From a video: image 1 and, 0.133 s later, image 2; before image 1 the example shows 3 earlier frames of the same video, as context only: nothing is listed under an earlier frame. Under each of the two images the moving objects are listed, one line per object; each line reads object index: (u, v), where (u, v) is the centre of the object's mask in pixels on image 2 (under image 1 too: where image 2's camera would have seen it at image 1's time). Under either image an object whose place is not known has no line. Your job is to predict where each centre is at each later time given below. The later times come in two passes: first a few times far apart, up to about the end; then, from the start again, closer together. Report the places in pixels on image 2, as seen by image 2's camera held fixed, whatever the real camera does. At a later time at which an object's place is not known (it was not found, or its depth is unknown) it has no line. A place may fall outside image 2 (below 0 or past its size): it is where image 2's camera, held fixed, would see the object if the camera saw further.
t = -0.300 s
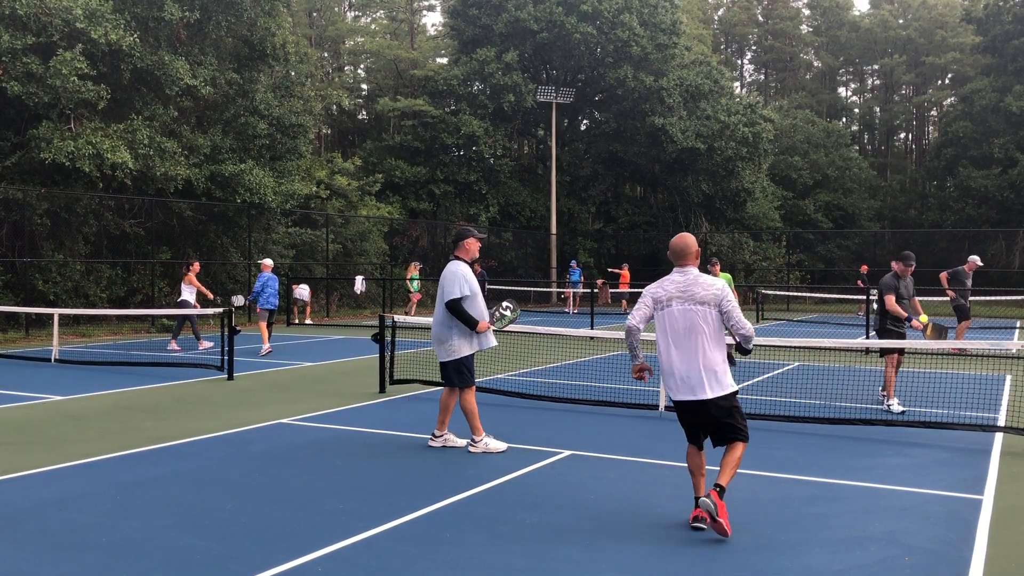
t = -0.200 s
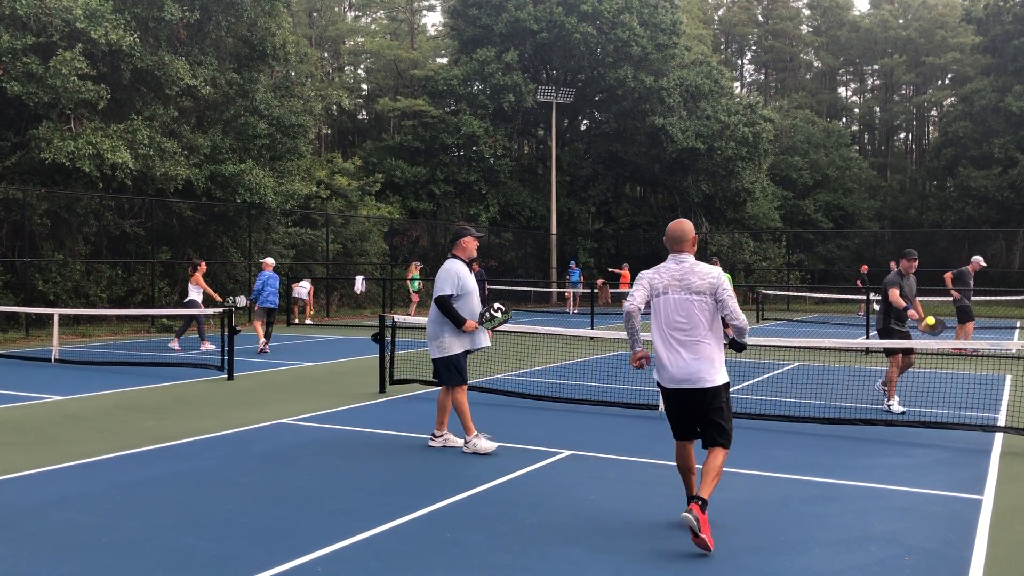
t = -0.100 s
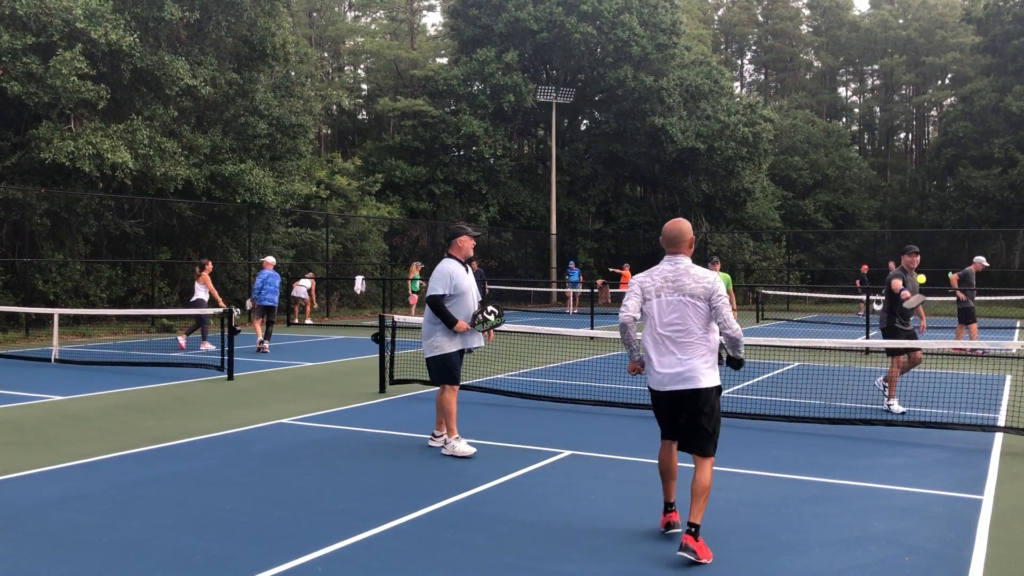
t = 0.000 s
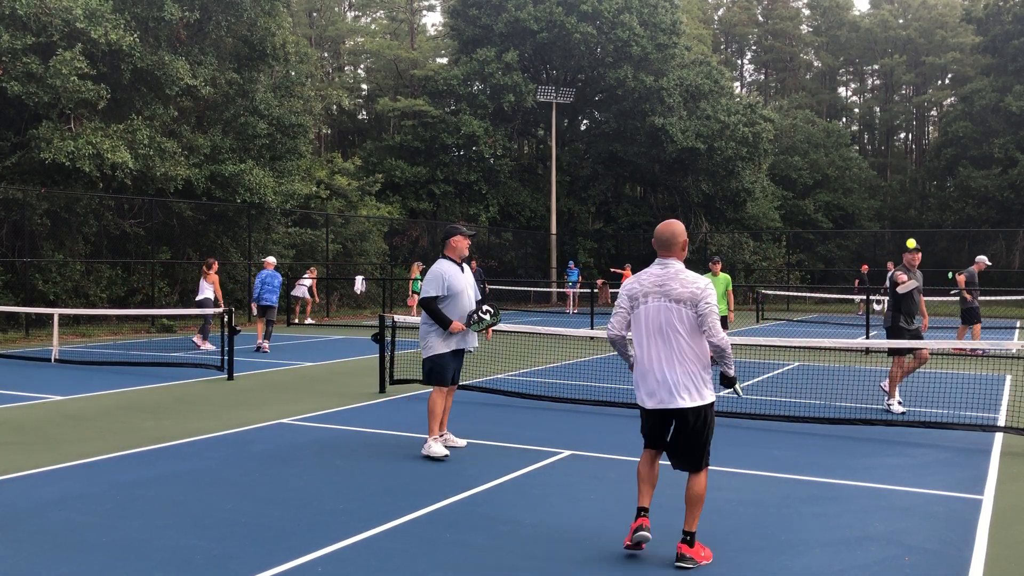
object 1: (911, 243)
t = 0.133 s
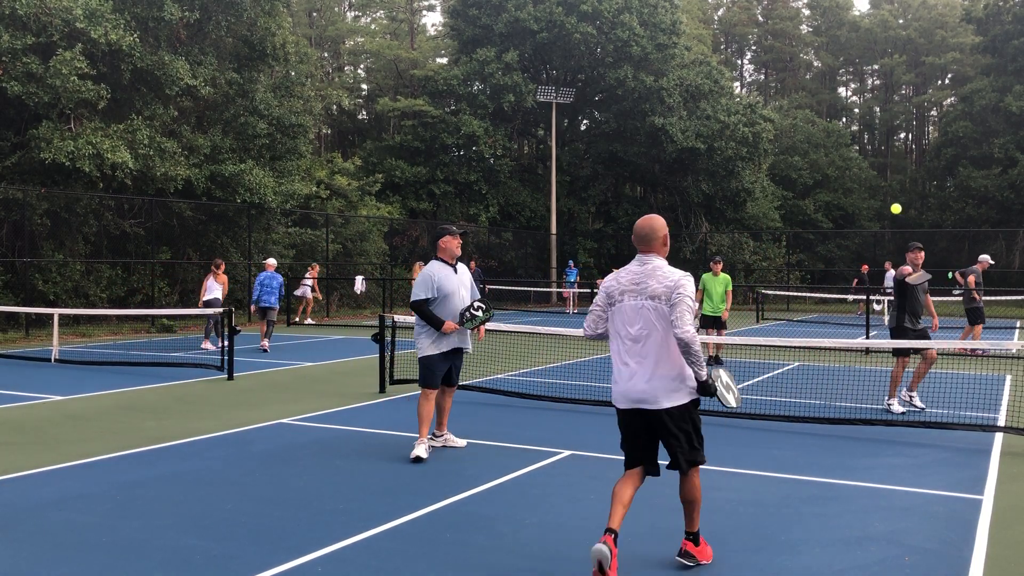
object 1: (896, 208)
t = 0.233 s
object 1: (883, 194)
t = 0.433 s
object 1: (851, 204)
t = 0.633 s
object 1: (808, 292)
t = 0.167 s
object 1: (892, 202)
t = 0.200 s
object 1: (887, 197)
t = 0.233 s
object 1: (883, 194)
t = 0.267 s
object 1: (878, 191)
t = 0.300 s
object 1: (873, 190)
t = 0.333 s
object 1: (868, 191)
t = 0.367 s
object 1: (863, 193)
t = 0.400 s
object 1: (857, 198)
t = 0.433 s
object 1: (851, 204)
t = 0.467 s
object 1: (845, 212)
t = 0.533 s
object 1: (831, 236)
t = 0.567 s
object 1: (824, 252)
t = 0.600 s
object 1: (816, 270)
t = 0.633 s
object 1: (808, 292)
